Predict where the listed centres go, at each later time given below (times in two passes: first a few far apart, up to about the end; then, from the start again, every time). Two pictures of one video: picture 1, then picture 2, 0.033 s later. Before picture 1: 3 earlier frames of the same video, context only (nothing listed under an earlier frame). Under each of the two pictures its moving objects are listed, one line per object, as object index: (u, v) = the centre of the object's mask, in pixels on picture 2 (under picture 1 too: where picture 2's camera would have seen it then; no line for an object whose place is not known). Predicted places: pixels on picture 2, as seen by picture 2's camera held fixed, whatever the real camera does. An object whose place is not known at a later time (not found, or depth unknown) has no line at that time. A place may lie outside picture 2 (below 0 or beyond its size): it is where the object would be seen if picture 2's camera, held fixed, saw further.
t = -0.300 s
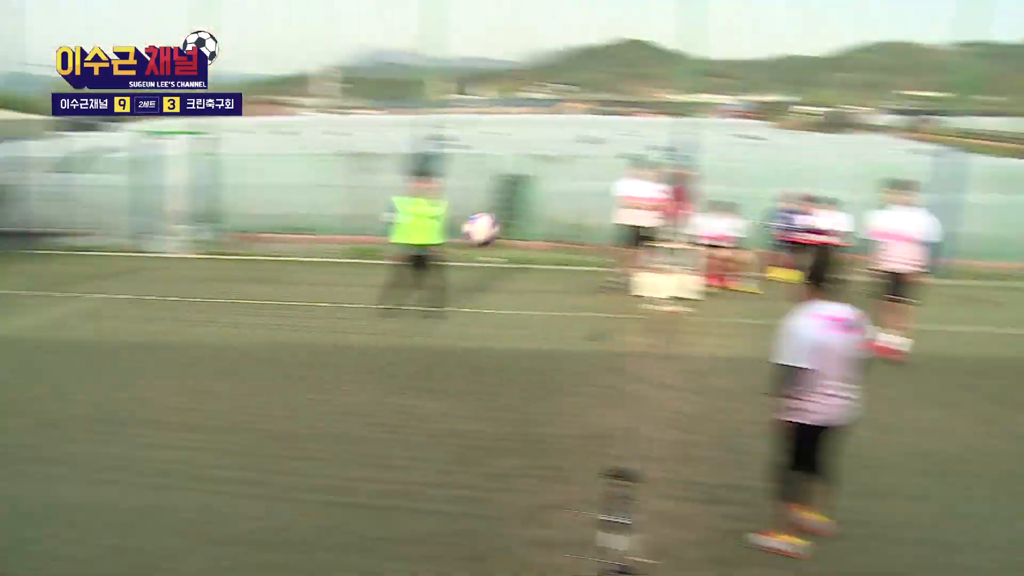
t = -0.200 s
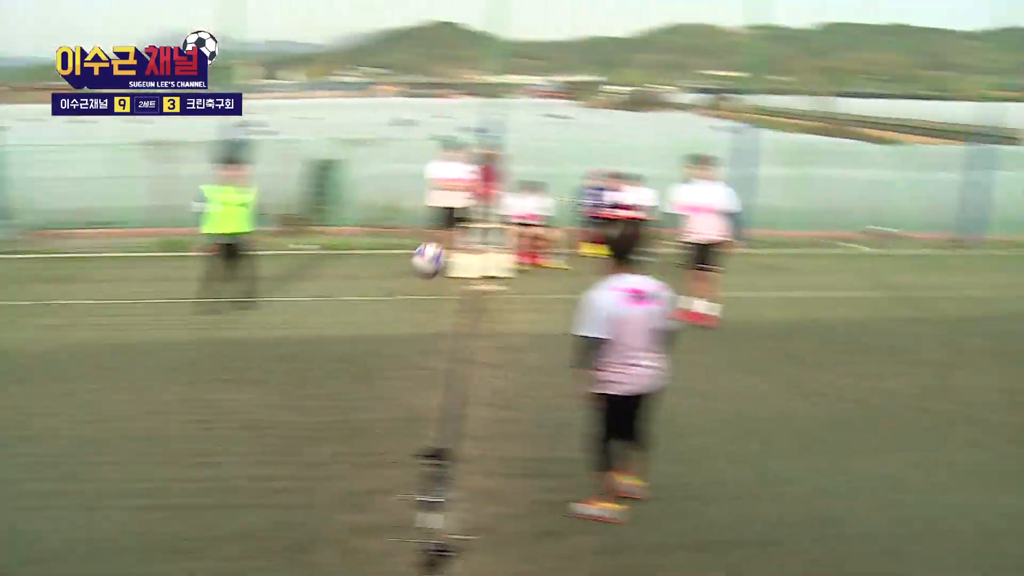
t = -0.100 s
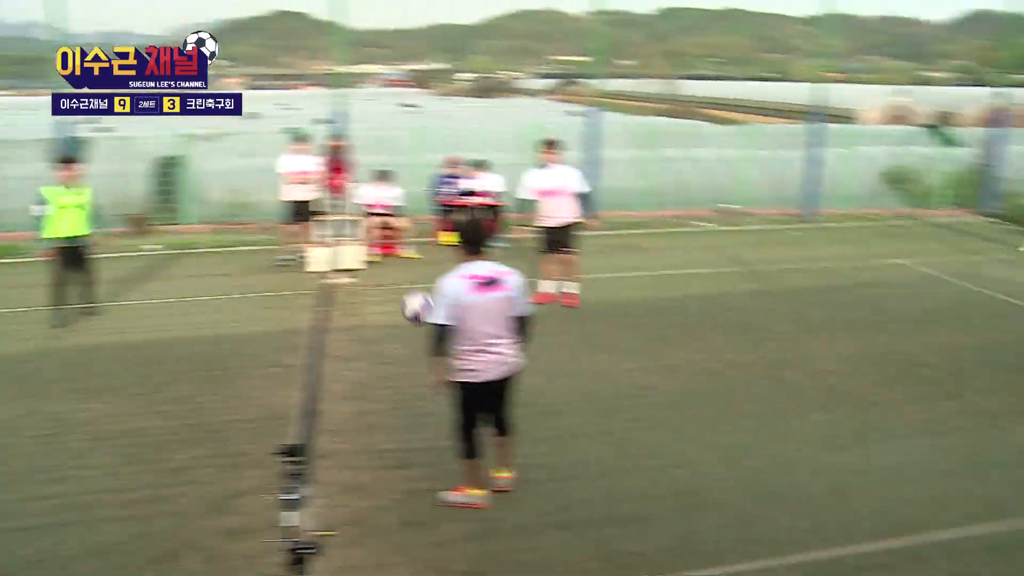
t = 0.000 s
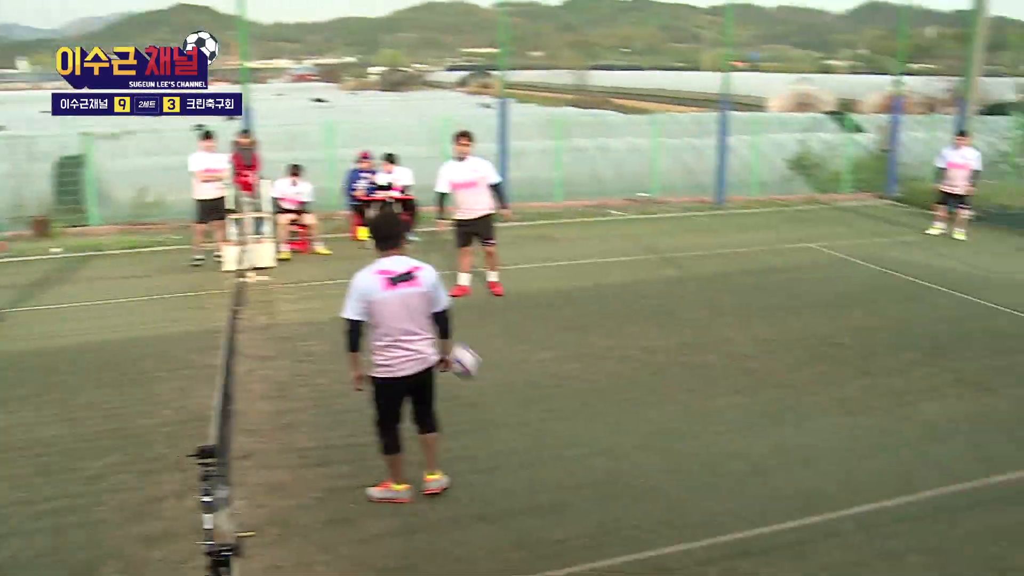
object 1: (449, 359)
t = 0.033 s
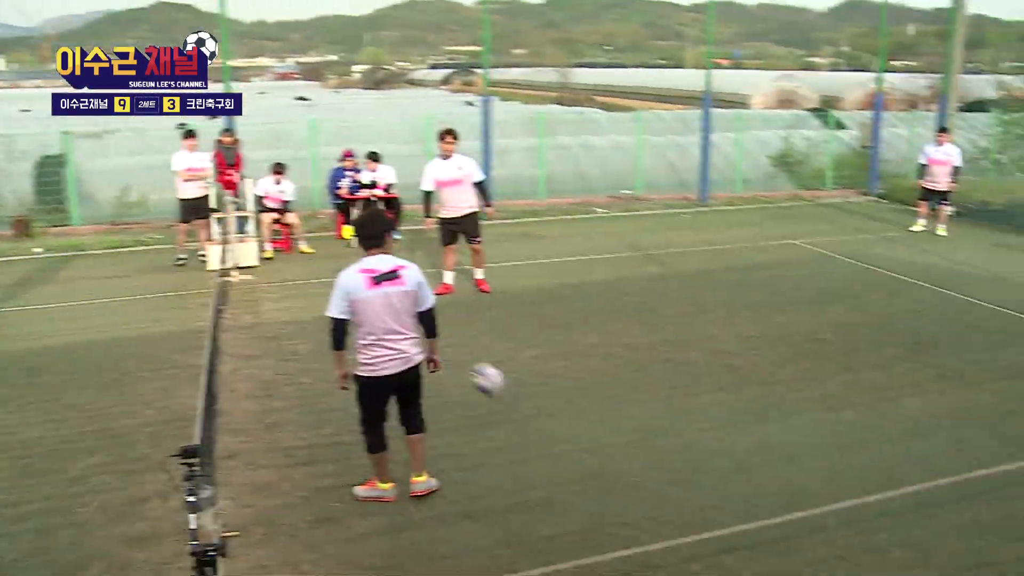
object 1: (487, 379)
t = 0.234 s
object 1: (643, 309)
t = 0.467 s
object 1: (787, 238)
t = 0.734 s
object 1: (923, 250)
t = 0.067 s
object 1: (527, 402)
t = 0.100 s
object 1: (552, 390)
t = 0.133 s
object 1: (576, 366)
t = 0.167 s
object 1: (598, 346)
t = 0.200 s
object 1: (622, 326)
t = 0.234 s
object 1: (643, 309)
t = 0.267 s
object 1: (665, 294)
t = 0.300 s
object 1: (686, 280)
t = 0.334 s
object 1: (707, 269)
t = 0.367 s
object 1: (728, 258)
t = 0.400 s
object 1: (748, 249)
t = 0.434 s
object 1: (768, 242)
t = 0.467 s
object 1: (787, 238)
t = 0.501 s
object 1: (807, 234)
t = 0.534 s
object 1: (823, 232)
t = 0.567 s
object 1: (843, 231)
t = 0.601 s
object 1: (859, 232)
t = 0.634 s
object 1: (876, 235)
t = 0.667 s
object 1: (892, 239)
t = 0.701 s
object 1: (908, 244)
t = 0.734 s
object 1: (923, 250)
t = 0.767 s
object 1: (937, 258)
